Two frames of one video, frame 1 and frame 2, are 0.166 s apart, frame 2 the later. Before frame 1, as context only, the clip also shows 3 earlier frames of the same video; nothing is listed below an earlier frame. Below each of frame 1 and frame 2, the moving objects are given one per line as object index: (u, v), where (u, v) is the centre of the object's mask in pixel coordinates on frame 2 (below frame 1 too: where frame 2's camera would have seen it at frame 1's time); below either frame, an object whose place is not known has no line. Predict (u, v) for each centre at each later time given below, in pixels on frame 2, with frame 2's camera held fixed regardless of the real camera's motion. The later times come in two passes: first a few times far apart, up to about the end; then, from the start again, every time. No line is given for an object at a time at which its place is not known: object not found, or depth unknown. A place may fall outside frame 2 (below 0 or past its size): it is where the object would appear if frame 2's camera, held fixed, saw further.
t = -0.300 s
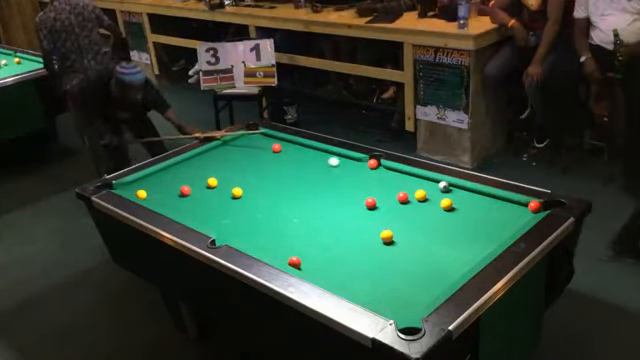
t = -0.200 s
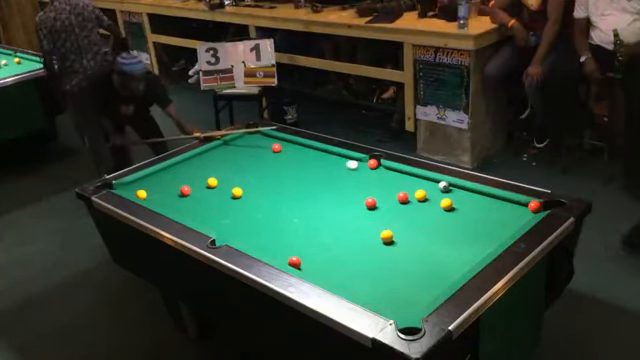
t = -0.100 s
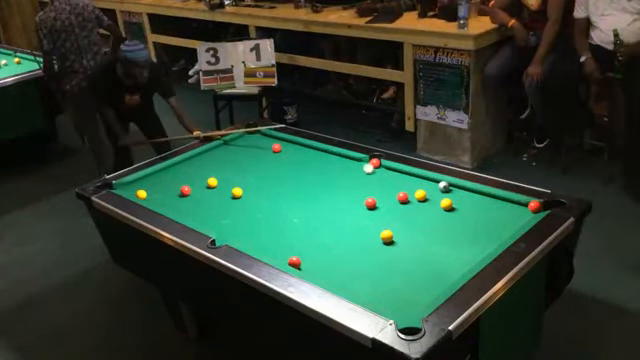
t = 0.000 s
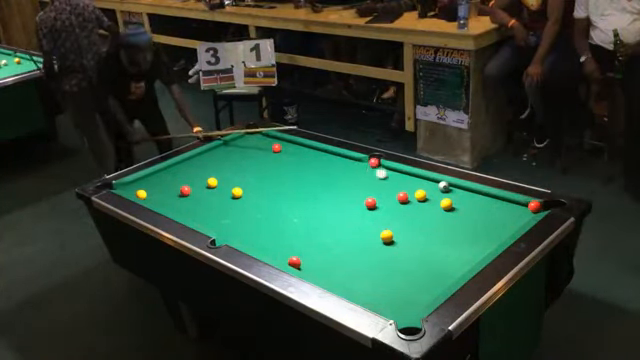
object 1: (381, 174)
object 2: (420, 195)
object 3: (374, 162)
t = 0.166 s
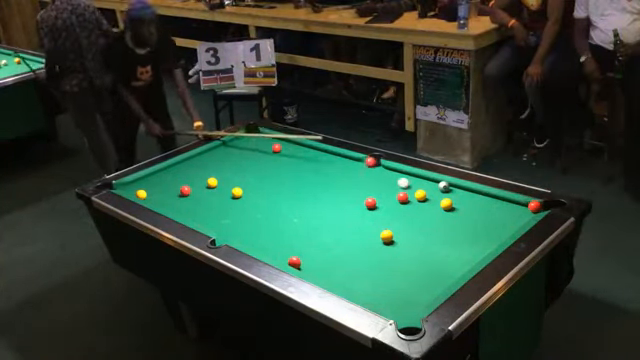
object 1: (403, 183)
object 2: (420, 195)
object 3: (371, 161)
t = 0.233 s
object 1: (412, 186)
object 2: (420, 195)
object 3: (370, 161)
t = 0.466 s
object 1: (449, 193)
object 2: (419, 201)
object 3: (366, 160)
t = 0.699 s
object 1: (486, 197)
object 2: (417, 208)
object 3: (364, 160)
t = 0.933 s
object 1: (515, 206)
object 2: (416, 216)
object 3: (362, 161)
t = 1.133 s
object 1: (531, 212)
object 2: (414, 223)
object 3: (362, 161)
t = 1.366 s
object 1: (515, 208)
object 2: (413, 230)
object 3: (361, 161)
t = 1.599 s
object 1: (500, 203)
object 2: (411, 237)
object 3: (361, 161)
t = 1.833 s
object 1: (485, 199)
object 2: (410, 244)
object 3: (361, 161)
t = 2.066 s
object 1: (472, 195)
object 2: (409, 251)
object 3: (361, 161)
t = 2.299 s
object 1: (462, 192)
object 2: (408, 257)
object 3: (361, 161)
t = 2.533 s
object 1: (453, 189)
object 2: (407, 262)
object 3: (361, 161)
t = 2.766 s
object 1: (451, 188)
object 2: (406, 267)
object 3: (361, 161)
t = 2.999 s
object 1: (451, 188)
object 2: (405, 272)
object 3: (361, 161)
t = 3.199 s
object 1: (450, 188)
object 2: (405, 275)
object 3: (361, 161)
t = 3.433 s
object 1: (450, 188)
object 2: (405, 278)
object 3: (361, 161)
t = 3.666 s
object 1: (450, 188)
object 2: (405, 280)
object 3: (361, 161)
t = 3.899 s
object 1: (450, 188)
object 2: (405, 282)
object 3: (361, 161)
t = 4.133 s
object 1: (450, 188)
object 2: (405, 283)
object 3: (361, 161)
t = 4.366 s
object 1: (450, 188)
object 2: (405, 283)
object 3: (361, 161)
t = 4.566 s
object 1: (450, 188)
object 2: (405, 283)
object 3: (361, 161)
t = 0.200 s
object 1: (408, 185)
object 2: (420, 195)
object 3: (370, 161)
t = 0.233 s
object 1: (412, 186)
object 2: (420, 195)
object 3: (370, 161)
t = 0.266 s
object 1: (417, 187)
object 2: (420, 195)
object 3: (369, 161)
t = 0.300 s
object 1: (422, 188)
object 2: (420, 195)
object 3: (369, 161)
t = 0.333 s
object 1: (428, 190)
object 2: (420, 196)
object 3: (367, 160)
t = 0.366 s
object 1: (433, 191)
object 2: (420, 197)
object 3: (367, 160)
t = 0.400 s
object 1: (438, 192)
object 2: (419, 198)
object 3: (367, 160)
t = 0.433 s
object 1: (443, 192)
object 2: (419, 200)
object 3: (366, 160)
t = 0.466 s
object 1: (449, 193)
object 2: (419, 201)
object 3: (366, 160)
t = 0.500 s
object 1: (454, 193)
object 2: (419, 202)
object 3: (365, 160)
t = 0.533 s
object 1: (459, 194)
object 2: (418, 203)
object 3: (365, 160)
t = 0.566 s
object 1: (465, 195)
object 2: (418, 204)
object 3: (365, 160)
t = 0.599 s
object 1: (471, 196)
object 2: (418, 205)
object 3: (365, 160)
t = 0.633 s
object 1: (475, 196)
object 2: (418, 206)
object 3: (364, 160)
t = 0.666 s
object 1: (481, 197)
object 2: (417, 207)
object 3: (364, 160)
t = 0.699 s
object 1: (486, 197)
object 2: (417, 208)
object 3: (364, 160)
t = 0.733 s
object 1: (492, 198)
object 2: (417, 209)
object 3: (363, 160)
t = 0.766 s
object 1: (497, 199)
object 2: (417, 210)
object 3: (363, 160)
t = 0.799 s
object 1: (500, 200)
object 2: (417, 212)
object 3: (363, 160)
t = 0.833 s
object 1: (504, 202)
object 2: (416, 213)
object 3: (363, 160)
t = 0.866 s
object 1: (507, 203)
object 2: (416, 214)
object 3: (363, 160)
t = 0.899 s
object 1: (511, 204)
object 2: (416, 215)
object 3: (362, 161)
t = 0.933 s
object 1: (515, 206)
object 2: (416, 216)
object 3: (362, 161)
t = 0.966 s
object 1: (518, 207)
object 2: (415, 217)
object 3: (362, 161)
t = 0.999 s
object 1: (521, 209)
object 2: (415, 218)
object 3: (362, 161)
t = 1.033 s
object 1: (526, 210)
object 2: (415, 219)
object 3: (362, 161)
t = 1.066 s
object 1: (528, 211)
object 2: (415, 220)
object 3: (362, 161)
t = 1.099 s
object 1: (532, 212)
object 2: (415, 222)
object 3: (362, 161)
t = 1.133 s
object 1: (531, 212)
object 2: (414, 223)
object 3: (362, 161)
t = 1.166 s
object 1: (529, 211)
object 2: (414, 224)
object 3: (361, 161)
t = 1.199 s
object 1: (527, 211)
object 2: (414, 225)
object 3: (361, 161)
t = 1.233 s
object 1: (525, 210)
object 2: (414, 226)
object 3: (361, 161)
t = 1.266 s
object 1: (522, 210)
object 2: (414, 227)
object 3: (361, 161)
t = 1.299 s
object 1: (520, 209)
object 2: (414, 228)
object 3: (361, 161)
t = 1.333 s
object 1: (517, 208)
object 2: (413, 229)
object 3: (361, 161)
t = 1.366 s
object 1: (515, 208)
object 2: (413, 230)
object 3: (361, 161)
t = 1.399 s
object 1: (513, 207)
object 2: (413, 231)
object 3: (361, 161)
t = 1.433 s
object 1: (510, 206)
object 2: (412, 232)
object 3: (361, 161)
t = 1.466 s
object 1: (509, 206)
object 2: (412, 233)
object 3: (361, 161)
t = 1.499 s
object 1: (506, 205)
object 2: (412, 234)
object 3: (361, 161)
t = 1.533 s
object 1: (504, 205)
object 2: (412, 235)
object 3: (361, 161)
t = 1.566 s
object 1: (502, 204)
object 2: (412, 236)
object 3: (361, 161)
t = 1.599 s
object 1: (500, 203)
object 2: (411, 237)
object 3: (361, 161)
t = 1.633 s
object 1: (497, 203)
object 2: (411, 238)
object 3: (361, 161)
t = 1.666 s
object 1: (495, 202)
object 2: (411, 239)
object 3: (361, 161)
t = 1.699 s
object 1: (493, 201)
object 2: (411, 240)
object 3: (361, 161)
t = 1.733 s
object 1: (491, 201)
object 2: (411, 241)
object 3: (361, 161)
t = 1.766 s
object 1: (489, 200)
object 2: (410, 242)
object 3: (361, 161)
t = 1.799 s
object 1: (487, 200)
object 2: (410, 243)
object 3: (361, 161)
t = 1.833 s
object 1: (485, 199)
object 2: (410, 244)
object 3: (361, 161)
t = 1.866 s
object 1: (483, 199)
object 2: (410, 245)
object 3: (361, 161)
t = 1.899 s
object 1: (482, 198)
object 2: (410, 246)
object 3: (361, 161)
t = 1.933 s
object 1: (480, 197)
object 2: (409, 247)
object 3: (361, 161)
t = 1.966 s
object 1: (478, 197)
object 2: (409, 248)
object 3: (361, 161)
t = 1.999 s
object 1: (476, 196)
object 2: (409, 249)
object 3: (361, 161)
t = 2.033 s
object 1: (474, 196)
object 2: (409, 250)
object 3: (361, 161)
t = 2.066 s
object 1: (472, 195)
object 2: (409, 251)
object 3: (361, 161)
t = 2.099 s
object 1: (471, 195)
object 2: (409, 252)
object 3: (361, 161)
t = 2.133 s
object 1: (469, 194)
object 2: (409, 253)
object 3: (361, 161)
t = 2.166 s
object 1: (468, 194)
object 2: (408, 253)
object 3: (361, 161)
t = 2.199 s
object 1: (466, 193)
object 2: (408, 254)
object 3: (361, 161)
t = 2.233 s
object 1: (464, 193)
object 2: (408, 255)
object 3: (361, 161)
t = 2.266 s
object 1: (463, 192)
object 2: (408, 256)
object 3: (361, 161)
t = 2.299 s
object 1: (462, 192)
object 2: (408, 257)
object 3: (361, 161)
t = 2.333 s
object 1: (459, 191)
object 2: (408, 258)
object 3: (361, 161)
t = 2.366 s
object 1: (458, 191)
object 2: (407, 259)
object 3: (361, 161)
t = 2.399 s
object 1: (457, 190)
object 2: (407, 259)
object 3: (361, 161)
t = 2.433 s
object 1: (455, 190)
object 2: (407, 260)
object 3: (361, 161)
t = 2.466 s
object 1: (454, 189)
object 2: (407, 260)
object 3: (361, 161)
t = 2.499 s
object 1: (453, 189)
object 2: (407, 262)
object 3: (361, 161)
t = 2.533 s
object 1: (453, 189)
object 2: (407, 262)
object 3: (361, 161)
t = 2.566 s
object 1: (453, 189)
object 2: (406, 263)
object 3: (361, 161)
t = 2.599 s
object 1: (452, 189)
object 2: (406, 264)
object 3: (361, 161)
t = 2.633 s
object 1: (452, 189)
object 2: (406, 264)
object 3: (361, 161)
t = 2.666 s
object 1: (452, 189)
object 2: (406, 265)
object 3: (361, 161)
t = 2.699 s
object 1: (452, 188)
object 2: (406, 266)
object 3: (361, 161)
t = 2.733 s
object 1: (452, 188)
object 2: (406, 267)
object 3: (361, 161)
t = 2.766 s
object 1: (451, 188)
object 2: (406, 267)
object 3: (361, 161)
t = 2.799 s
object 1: (451, 188)
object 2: (406, 268)
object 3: (361, 161)
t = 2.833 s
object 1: (451, 188)
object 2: (406, 269)
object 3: (361, 161)
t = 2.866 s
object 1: (451, 188)
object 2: (405, 269)
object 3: (361, 161)
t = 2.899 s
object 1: (451, 188)
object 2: (405, 270)
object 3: (361, 161)
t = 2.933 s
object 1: (451, 188)
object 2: (405, 270)
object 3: (361, 161)
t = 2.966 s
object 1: (451, 188)
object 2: (405, 271)
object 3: (361, 161)
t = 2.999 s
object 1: (451, 188)
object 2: (405, 272)
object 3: (361, 161)
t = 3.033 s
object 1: (451, 188)
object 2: (405, 272)
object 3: (361, 161)
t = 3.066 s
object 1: (451, 188)
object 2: (405, 273)
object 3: (361, 161)
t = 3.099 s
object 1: (451, 188)
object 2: (405, 273)
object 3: (361, 161)
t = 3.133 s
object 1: (450, 188)
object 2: (405, 274)
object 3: (361, 161)
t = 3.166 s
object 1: (450, 188)
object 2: (405, 274)
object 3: (361, 161)
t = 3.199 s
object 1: (450, 188)
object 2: (405, 275)
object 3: (361, 161)
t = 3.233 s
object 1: (450, 188)
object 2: (405, 275)
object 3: (361, 161)
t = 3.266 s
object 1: (450, 188)
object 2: (405, 276)
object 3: (361, 161)
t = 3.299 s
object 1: (450, 188)
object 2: (405, 276)
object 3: (361, 161)
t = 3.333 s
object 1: (450, 188)
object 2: (405, 277)
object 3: (361, 161)
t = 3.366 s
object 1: (450, 188)
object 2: (405, 277)
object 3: (361, 161)
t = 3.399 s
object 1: (450, 188)
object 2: (405, 278)
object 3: (361, 161)
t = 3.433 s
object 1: (450, 188)
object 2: (405, 278)
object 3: (361, 161)
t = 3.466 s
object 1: (450, 188)
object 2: (405, 278)
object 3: (361, 161)
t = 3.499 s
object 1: (450, 188)
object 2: (405, 279)
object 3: (361, 161)
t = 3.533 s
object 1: (450, 188)
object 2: (405, 279)
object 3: (361, 161)
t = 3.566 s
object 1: (450, 188)
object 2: (405, 279)
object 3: (361, 161)
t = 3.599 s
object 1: (450, 188)
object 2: (405, 280)
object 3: (361, 161)
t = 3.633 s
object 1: (450, 188)
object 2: (405, 280)
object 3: (361, 161)
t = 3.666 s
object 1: (450, 188)
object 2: (405, 280)
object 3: (361, 161)
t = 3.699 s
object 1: (450, 188)
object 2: (405, 281)
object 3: (361, 161)
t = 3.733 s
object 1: (450, 188)
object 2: (405, 281)
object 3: (361, 161)
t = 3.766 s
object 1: (450, 188)
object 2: (405, 281)
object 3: (361, 161)
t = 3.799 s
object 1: (450, 188)
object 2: (405, 281)
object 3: (361, 161)
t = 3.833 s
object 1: (450, 188)
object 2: (405, 282)
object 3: (361, 161)
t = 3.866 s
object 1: (450, 188)
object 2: (405, 282)
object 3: (361, 161)
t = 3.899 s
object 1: (450, 188)
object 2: (405, 282)
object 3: (361, 161)
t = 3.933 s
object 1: (450, 188)
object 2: (405, 282)
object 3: (361, 161)
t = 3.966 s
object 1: (450, 188)
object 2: (405, 282)
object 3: (361, 161)
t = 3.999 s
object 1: (450, 188)
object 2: (405, 283)
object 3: (361, 161)
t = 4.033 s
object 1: (450, 188)
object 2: (405, 283)
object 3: (361, 161)
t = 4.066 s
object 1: (450, 188)
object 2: (405, 283)
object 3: (361, 161)
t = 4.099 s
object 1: (450, 188)
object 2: (405, 283)
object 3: (361, 161)
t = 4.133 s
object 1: (450, 188)
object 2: (405, 283)
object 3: (361, 161)
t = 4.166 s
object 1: (450, 188)
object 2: (405, 283)
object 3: (361, 161)
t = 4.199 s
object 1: (450, 188)
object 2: (405, 283)
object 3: (361, 161)
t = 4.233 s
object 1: (450, 188)
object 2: (405, 283)
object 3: (361, 161)
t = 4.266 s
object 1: (450, 188)
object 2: (405, 283)
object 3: (361, 161)
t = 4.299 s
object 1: (450, 188)
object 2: (405, 283)
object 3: (361, 161)
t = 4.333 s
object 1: (450, 188)
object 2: (405, 283)
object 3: (361, 161)
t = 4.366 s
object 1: (450, 188)
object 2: (405, 283)
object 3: (361, 161)
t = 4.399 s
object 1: (450, 188)
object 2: (405, 283)
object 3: (361, 161)
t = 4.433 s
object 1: (450, 188)
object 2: (405, 283)
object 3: (361, 161)
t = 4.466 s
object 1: (450, 188)
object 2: (405, 283)
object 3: (361, 161)
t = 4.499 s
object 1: (450, 188)
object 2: (405, 283)
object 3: (361, 161)
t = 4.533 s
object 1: (450, 188)
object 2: (405, 283)
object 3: (361, 161)
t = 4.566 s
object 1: (450, 188)
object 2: (405, 283)
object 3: (361, 161)
